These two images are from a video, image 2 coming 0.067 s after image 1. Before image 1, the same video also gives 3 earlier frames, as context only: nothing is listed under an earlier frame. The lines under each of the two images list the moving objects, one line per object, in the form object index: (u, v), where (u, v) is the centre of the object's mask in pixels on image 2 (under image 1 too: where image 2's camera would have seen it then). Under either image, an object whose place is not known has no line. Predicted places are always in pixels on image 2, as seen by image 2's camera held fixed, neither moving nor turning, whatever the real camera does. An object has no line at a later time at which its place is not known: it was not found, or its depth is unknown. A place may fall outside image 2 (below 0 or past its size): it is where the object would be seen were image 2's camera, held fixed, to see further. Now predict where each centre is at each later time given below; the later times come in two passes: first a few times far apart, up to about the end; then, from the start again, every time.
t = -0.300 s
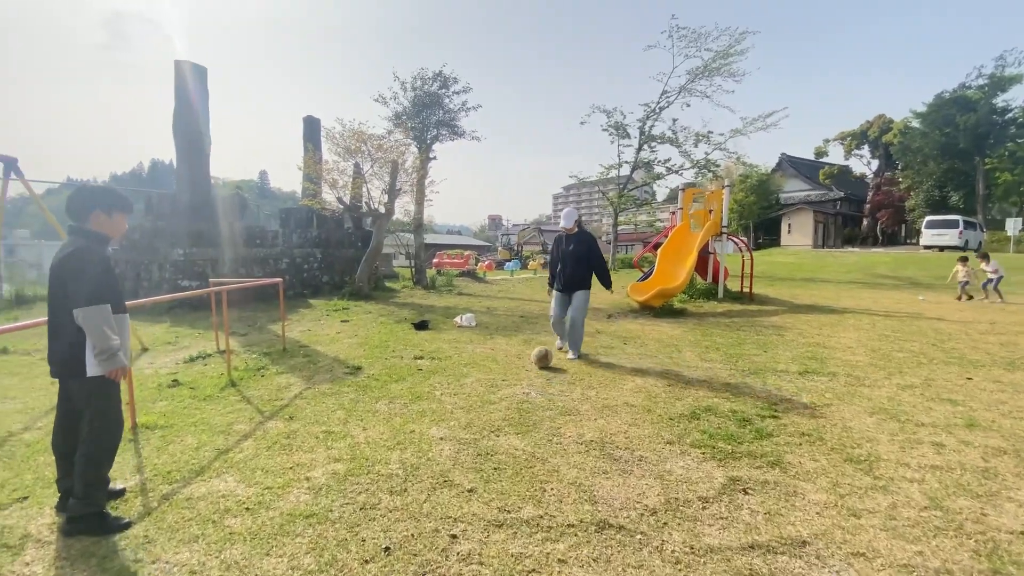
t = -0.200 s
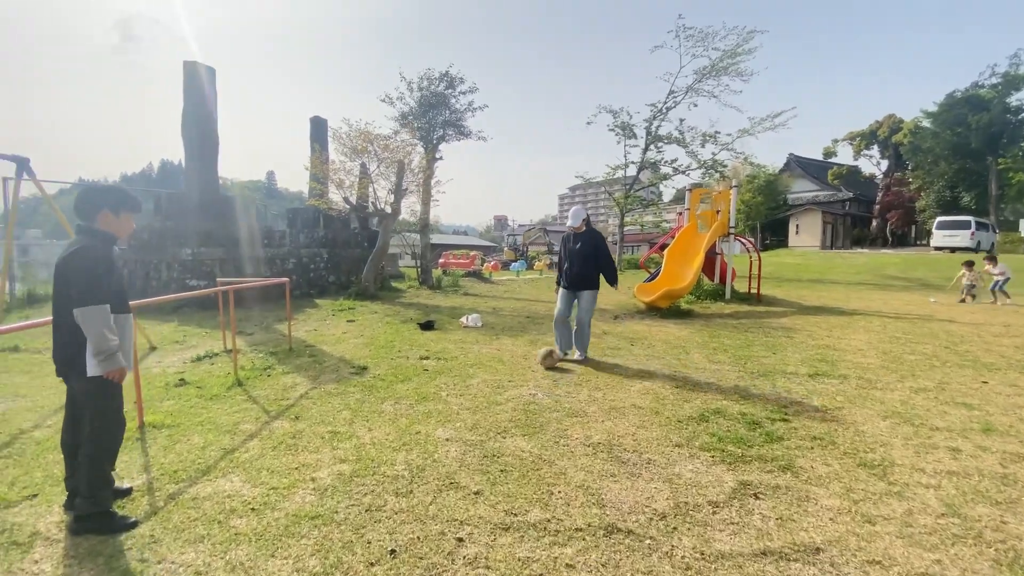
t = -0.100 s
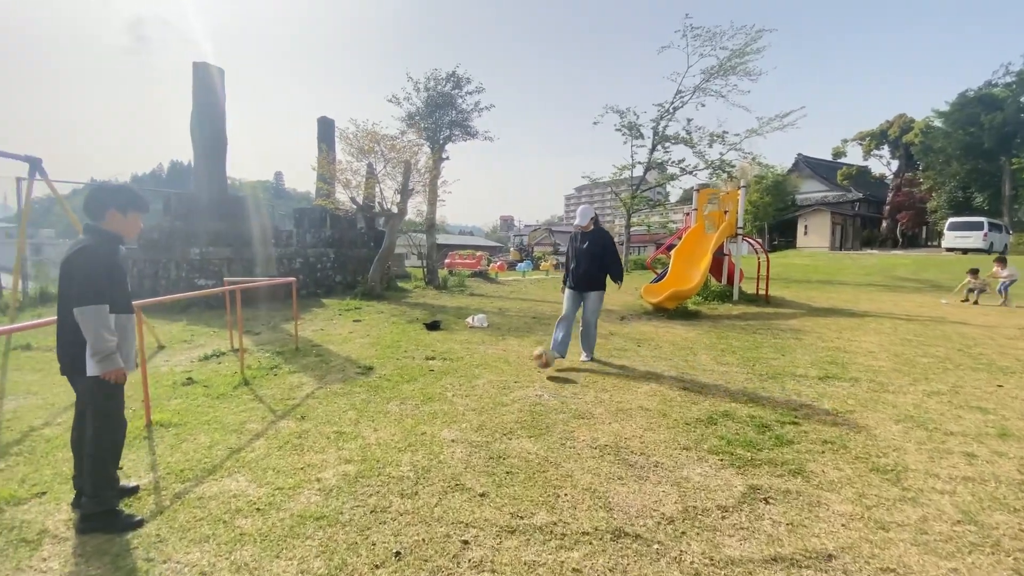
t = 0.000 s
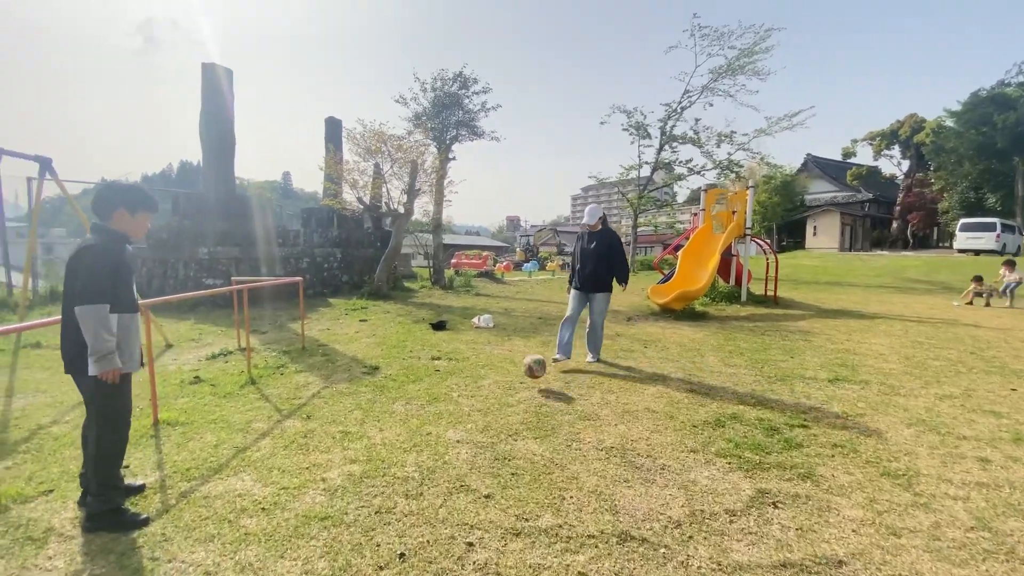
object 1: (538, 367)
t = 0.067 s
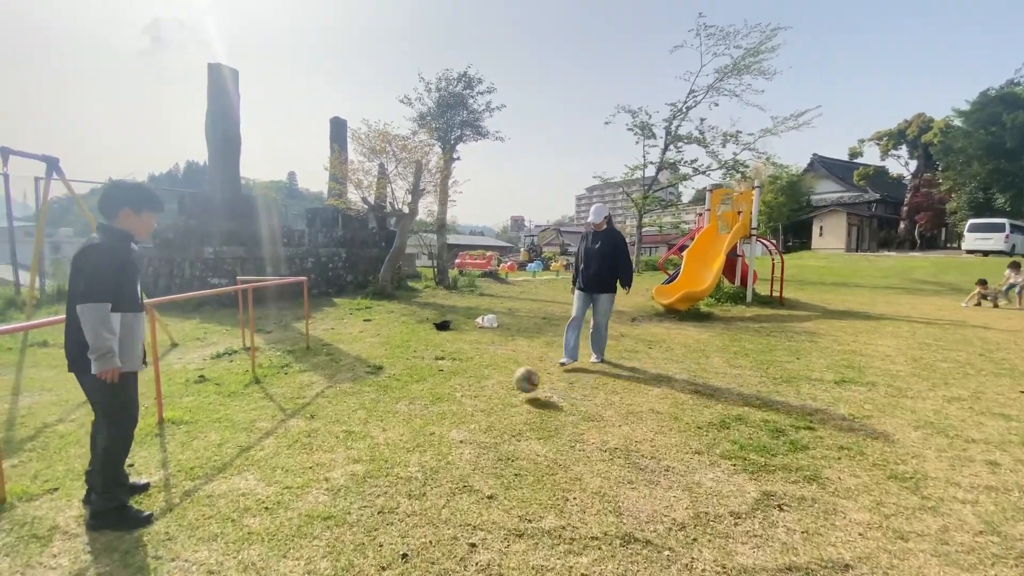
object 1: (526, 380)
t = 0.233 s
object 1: (502, 396)
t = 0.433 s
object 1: (476, 419)
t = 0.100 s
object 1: (520, 389)
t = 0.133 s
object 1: (515, 391)
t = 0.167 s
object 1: (511, 392)
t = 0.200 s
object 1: (507, 393)
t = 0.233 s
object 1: (502, 396)
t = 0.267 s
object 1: (497, 401)
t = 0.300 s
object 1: (492, 408)
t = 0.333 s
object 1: (488, 414)
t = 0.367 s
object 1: (484, 415)
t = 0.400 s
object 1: (480, 416)
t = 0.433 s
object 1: (476, 419)
